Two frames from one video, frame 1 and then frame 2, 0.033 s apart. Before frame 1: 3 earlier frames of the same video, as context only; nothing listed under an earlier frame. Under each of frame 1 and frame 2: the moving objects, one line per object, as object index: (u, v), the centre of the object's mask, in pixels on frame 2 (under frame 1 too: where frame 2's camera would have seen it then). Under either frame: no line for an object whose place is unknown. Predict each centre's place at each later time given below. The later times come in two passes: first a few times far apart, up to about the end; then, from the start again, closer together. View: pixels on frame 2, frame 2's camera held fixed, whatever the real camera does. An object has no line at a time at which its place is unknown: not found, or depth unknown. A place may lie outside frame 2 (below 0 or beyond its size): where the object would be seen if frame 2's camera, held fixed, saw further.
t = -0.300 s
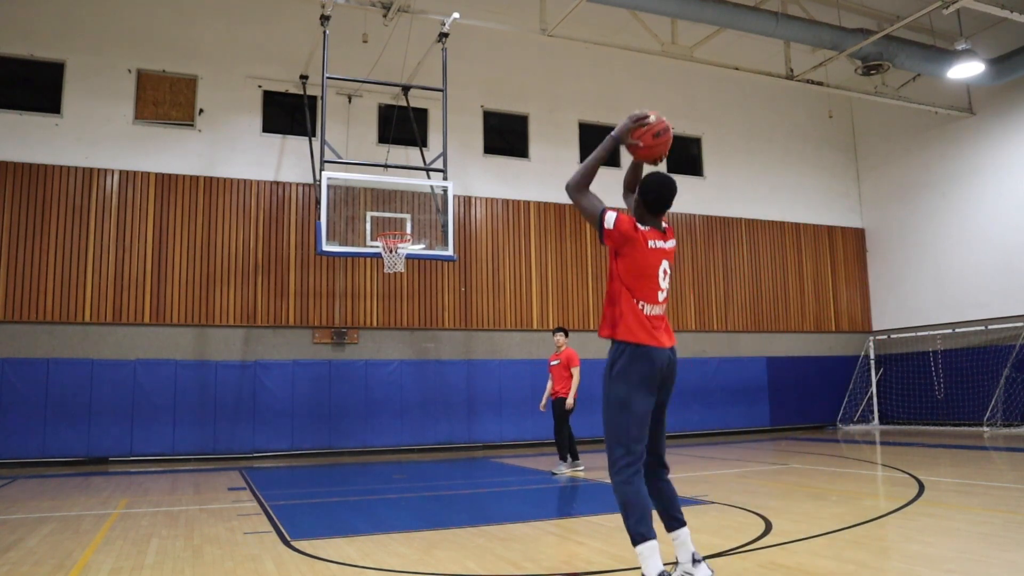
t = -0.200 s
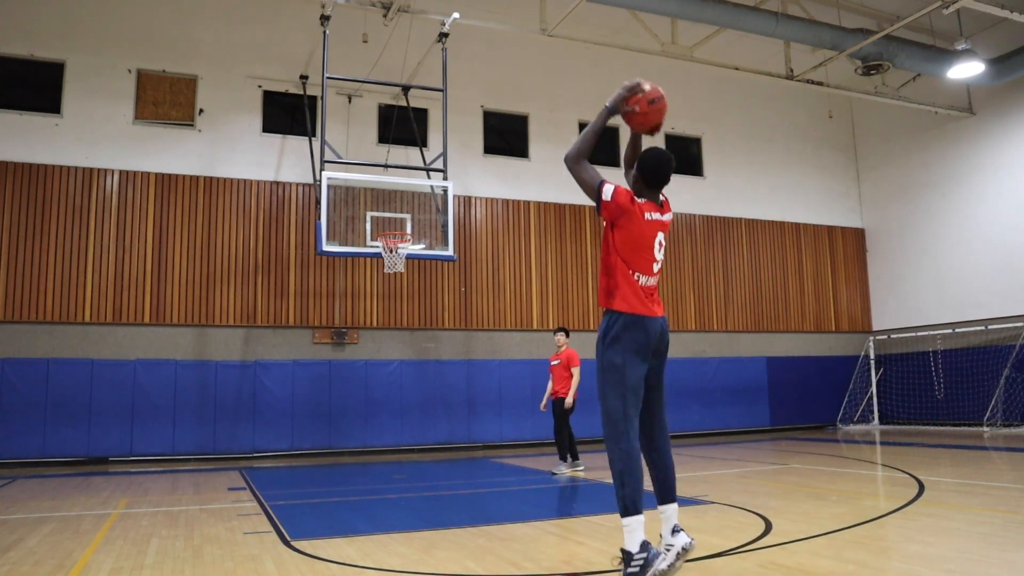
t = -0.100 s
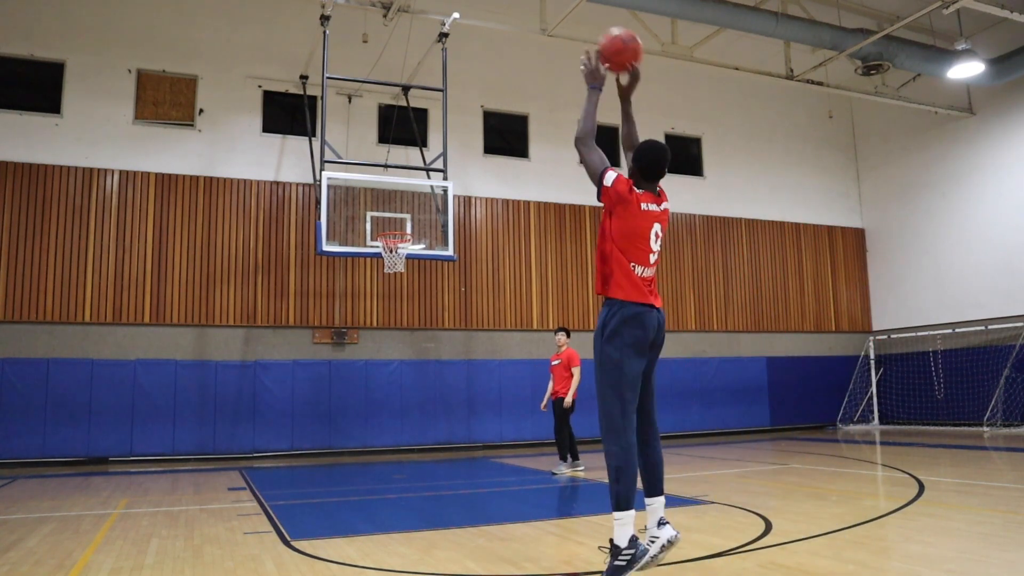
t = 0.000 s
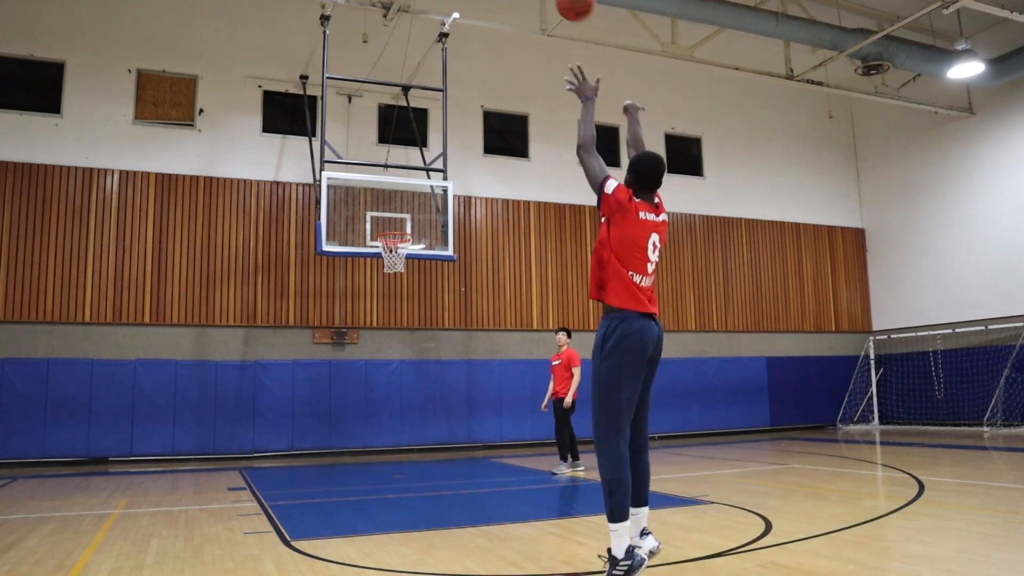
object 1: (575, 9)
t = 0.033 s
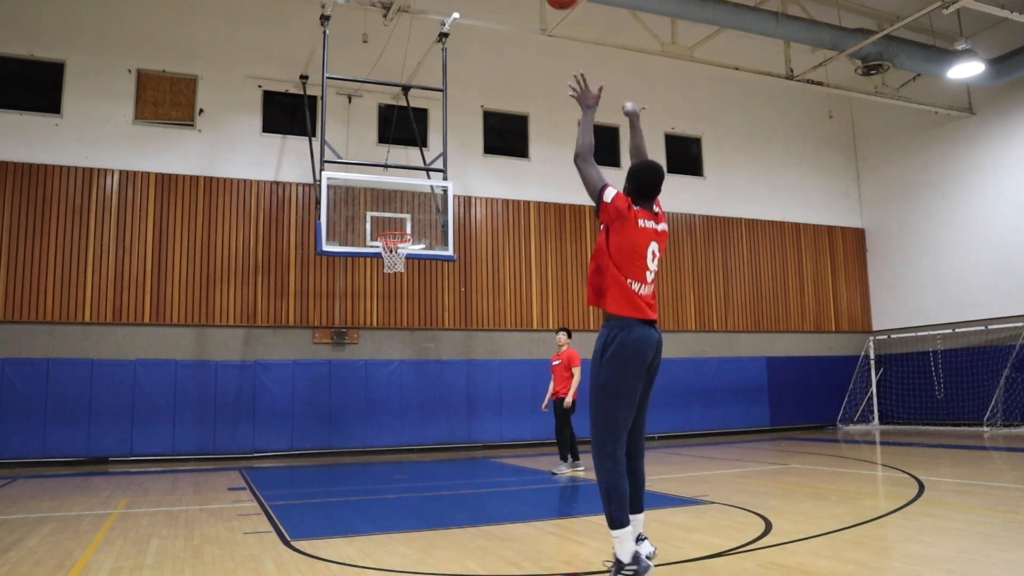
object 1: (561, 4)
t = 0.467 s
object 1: (460, 3)
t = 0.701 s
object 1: (430, 59)
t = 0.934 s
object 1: (405, 149)
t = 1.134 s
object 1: (391, 228)
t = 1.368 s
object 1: (391, 244)
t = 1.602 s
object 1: (379, 265)
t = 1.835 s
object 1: (383, 299)
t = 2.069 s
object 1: (389, 376)
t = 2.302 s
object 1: (394, 445)
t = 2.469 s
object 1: (401, 396)
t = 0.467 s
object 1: (460, 3)
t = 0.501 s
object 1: (455, 6)
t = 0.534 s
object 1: (451, 10)
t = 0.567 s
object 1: (446, 18)
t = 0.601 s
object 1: (441, 28)
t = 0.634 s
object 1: (437, 37)
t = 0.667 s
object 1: (433, 48)
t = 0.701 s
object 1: (430, 59)
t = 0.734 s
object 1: (425, 70)
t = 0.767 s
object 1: (422, 82)
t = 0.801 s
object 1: (418, 94)
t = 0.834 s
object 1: (414, 108)
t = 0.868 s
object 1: (411, 121)
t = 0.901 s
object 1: (408, 135)
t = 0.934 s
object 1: (405, 149)
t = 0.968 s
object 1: (402, 164)
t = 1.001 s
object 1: (399, 179)
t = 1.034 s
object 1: (397, 195)
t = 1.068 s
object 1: (394, 211)
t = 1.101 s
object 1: (391, 226)
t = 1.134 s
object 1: (391, 228)
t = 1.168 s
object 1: (389, 231)
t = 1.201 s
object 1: (394, 235)
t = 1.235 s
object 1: (401, 235)
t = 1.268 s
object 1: (402, 236)
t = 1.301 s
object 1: (398, 237)
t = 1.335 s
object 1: (400, 236)
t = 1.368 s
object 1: (391, 244)
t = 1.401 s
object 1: (389, 245)
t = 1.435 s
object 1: (385, 246)
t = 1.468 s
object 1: (382, 247)
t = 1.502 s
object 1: (379, 248)
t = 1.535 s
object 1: (379, 262)
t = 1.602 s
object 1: (379, 265)
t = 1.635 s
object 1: (380, 267)
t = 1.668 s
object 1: (380, 269)
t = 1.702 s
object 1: (381, 273)
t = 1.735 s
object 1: (382, 278)
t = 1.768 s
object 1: (382, 284)
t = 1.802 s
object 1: (382, 291)
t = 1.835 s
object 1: (383, 299)
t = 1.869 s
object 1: (384, 307)
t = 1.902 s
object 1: (385, 317)
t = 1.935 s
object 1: (385, 327)
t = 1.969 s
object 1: (387, 339)
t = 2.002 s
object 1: (387, 350)
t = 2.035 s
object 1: (388, 363)
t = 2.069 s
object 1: (389, 376)
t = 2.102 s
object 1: (390, 390)
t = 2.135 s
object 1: (391, 405)
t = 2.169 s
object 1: (391, 420)
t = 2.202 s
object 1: (392, 436)
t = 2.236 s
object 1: (392, 453)
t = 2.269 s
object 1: (393, 458)
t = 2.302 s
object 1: (394, 445)
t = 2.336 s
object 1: (396, 434)
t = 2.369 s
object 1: (397, 423)
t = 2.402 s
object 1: (398, 413)
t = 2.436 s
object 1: (399, 404)
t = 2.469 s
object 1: (401, 396)
